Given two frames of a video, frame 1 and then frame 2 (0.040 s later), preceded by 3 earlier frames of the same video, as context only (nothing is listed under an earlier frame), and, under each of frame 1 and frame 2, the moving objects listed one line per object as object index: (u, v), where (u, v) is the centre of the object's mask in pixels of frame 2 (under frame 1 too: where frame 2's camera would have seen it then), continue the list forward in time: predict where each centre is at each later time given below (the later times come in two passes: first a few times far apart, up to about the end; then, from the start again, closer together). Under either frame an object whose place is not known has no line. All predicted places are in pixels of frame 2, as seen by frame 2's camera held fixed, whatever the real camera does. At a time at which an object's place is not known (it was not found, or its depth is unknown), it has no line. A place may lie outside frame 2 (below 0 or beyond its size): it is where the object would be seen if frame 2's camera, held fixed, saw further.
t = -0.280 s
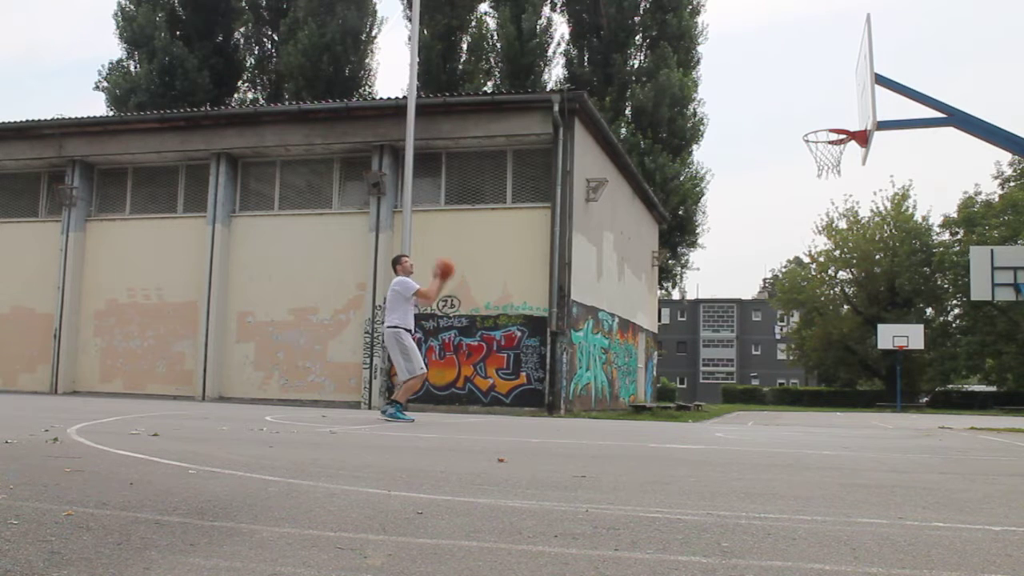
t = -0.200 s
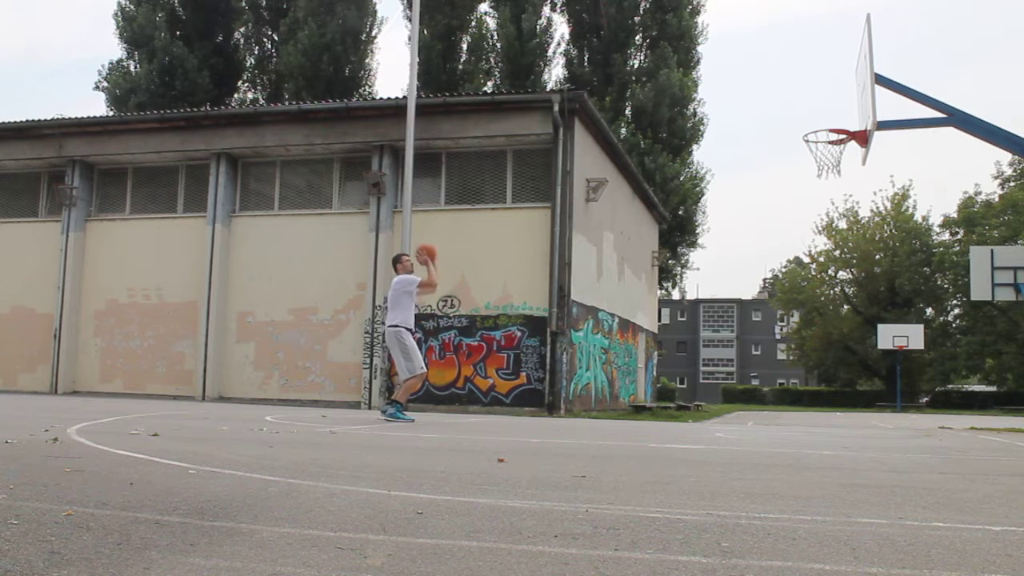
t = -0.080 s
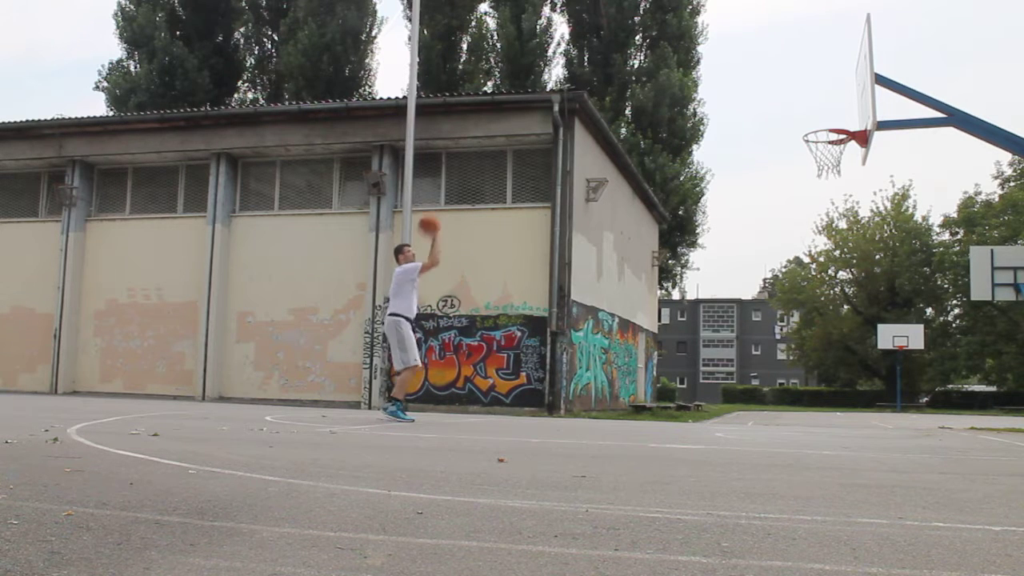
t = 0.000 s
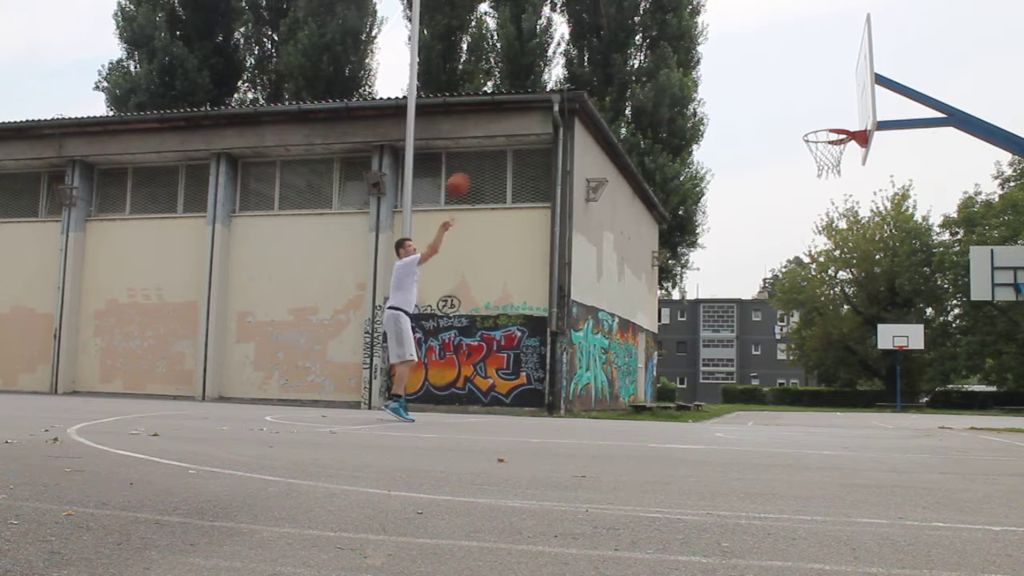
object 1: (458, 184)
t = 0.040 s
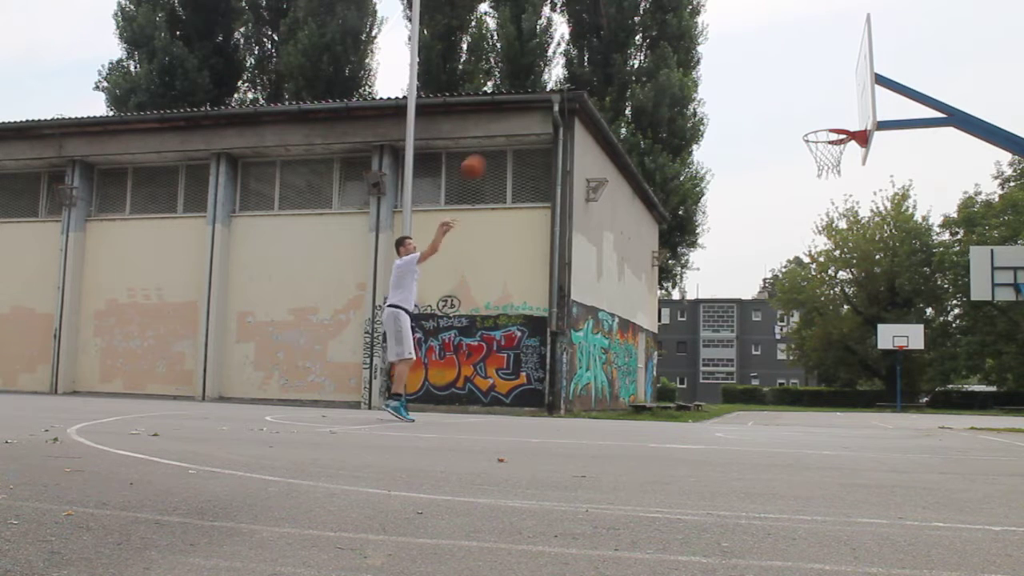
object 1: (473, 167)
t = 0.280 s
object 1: (566, 88)
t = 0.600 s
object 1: (689, 59)
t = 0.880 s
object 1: (804, 112)
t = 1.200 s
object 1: (831, 165)
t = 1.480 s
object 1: (814, 234)
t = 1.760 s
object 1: (799, 384)
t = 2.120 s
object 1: (782, 304)
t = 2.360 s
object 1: (771, 270)
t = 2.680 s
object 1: (757, 308)
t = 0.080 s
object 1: (487, 151)
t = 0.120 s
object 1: (503, 135)
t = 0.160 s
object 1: (519, 121)
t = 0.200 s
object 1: (535, 108)
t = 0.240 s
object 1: (550, 99)
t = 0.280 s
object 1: (566, 88)
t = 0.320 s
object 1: (582, 79)
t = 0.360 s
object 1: (596, 72)
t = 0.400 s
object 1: (612, 66)
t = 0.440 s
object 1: (625, 63)
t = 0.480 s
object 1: (644, 59)
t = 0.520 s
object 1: (659, 58)
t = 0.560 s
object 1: (674, 58)
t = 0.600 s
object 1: (689, 59)
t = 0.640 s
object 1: (706, 63)
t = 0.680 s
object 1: (722, 67)
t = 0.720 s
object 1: (738, 73)
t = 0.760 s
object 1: (755, 81)
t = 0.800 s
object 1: (772, 90)
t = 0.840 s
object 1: (788, 100)
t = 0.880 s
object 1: (804, 112)
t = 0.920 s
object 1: (821, 126)
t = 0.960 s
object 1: (837, 143)
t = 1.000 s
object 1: (842, 149)
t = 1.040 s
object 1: (840, 150)
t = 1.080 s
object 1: (838, 152)
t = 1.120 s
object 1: (836, 155)
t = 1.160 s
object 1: (833, 160)
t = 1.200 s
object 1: (831, 165)
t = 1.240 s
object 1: (828, 170)
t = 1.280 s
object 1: (826, 177)
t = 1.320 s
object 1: (824, 185)
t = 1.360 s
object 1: (821, 195)
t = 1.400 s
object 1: (819, 207)
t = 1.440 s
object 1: (817, 220)
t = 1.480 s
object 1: (814, 234)
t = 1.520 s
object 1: (812, 251)
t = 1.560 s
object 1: (810, 269)
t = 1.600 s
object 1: (808, 288)
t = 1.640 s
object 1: (806, 308)
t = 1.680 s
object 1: (804, 332)
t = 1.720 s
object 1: (802, 357)
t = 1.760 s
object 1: (799, 384)
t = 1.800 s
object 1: (796, 409)
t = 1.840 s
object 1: (794, 414)
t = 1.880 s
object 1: (793, 395)
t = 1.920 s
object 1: (792, 376)
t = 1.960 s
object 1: (790, 358)
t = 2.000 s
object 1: (788, 343)
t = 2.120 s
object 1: (782, 304)
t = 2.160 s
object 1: (781, 295)
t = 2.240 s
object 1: (777, 280)
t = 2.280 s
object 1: (775, 275)
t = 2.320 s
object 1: (773, 272)
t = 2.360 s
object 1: (771, 270)
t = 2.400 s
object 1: (769, 269)
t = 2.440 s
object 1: (768, 270)
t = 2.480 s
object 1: (766, 273)
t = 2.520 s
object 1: (764, 277)
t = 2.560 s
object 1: (762, 282)
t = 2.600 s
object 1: (761, 289)
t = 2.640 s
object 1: (759, 298)
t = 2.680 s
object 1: (757, 308)
